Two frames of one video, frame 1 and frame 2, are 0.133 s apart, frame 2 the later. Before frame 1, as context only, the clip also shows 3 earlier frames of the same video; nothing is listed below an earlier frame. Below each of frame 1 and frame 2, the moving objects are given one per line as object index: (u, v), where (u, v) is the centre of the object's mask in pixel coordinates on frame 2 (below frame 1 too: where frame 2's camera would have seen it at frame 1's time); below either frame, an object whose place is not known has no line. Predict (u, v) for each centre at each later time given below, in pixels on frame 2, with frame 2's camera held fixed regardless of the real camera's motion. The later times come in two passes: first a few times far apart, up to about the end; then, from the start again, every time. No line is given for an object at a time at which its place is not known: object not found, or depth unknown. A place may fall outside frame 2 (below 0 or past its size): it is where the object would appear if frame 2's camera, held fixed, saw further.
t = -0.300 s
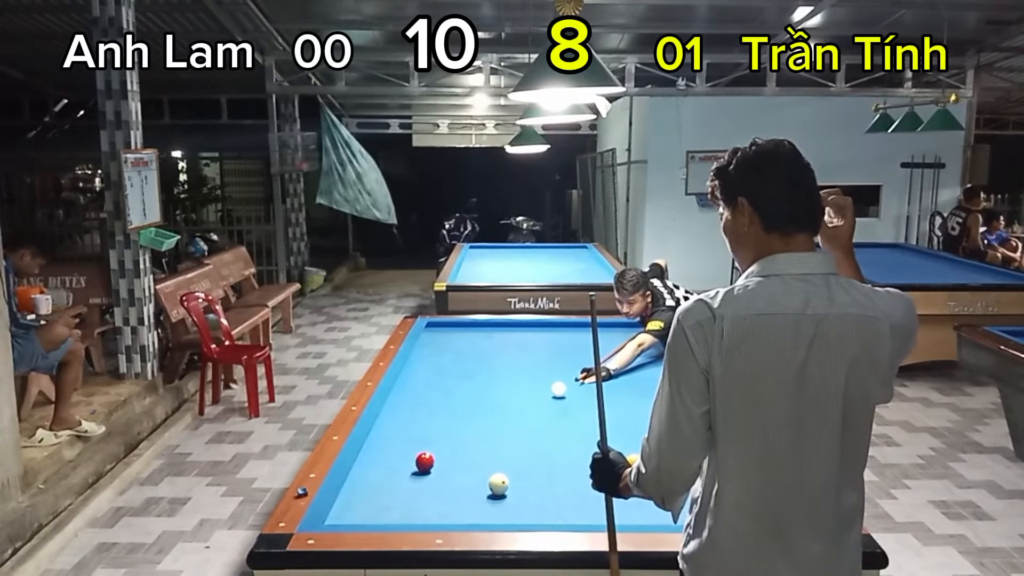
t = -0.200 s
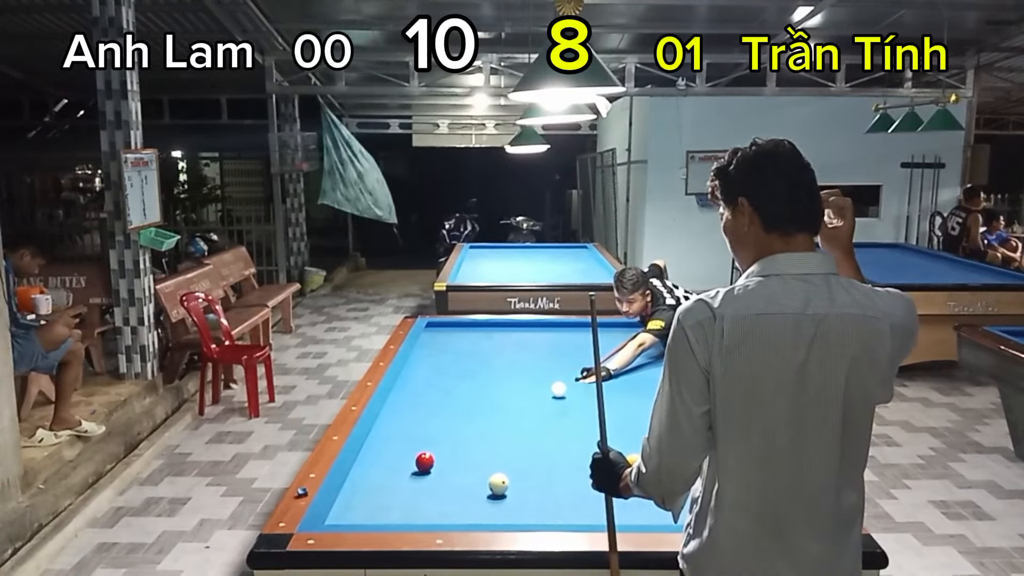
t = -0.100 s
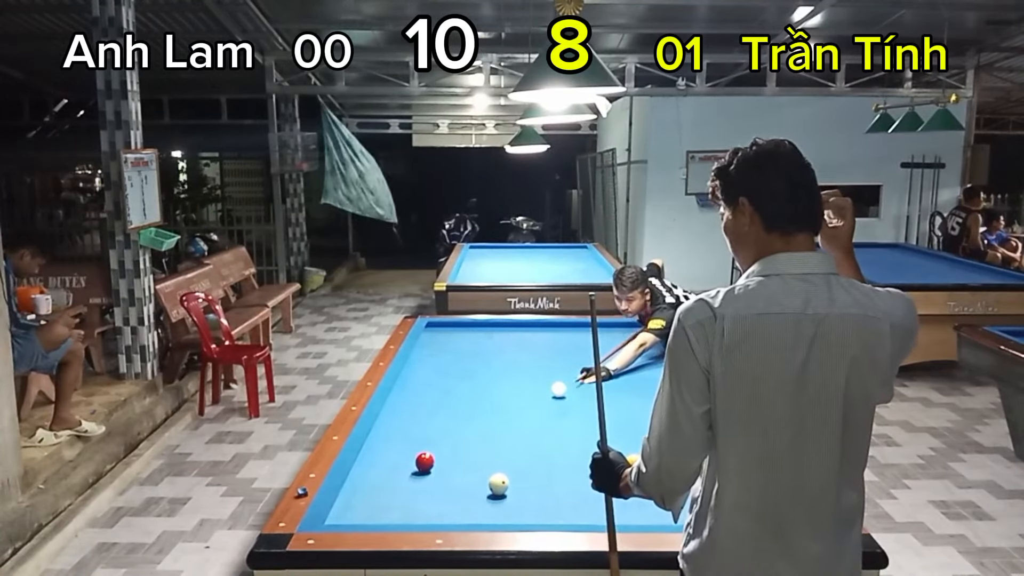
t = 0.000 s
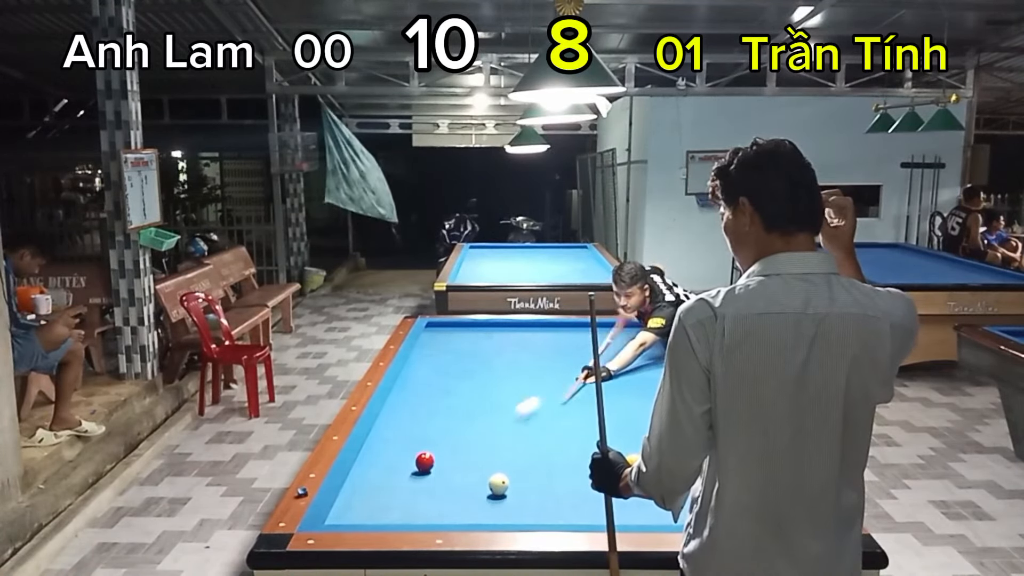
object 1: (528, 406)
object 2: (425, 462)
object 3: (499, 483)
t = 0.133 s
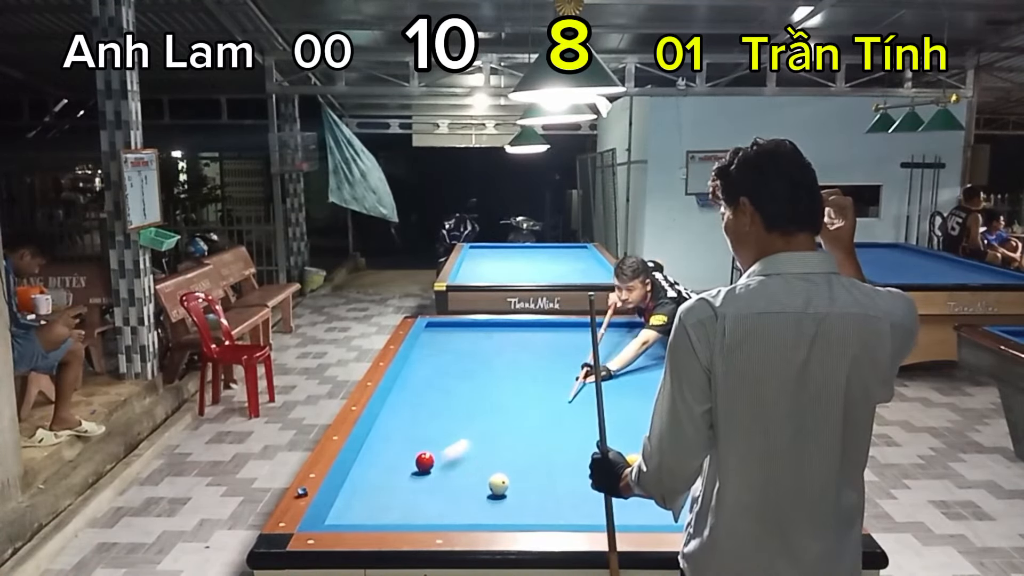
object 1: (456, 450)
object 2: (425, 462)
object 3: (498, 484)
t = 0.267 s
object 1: (459, 496)
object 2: (372, 468)
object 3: (499, 484)
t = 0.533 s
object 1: (537, 480)
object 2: (479, 478)
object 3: (499, 483)
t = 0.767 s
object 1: (593, 446)
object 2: (512, 472)
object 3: (555, 498)
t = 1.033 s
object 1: (648, 417)
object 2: (550, 466)
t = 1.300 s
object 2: (584, 460)
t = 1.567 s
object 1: (645, 376)
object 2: (621, 448)
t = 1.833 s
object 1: (610, 361)
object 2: (643, 448)
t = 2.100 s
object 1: (576, 348)
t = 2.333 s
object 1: (552, 338)
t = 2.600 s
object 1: (528, 328)
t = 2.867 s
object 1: (504, 327)
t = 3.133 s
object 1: (477, 332)
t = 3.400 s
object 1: (448, 337)
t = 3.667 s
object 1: (423, 343)
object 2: (649, 417)
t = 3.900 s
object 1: (435, 349)
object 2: (641, 416)
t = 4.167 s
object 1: (448, 355)
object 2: (628, 412)
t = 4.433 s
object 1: (461, 361)
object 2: (616, 409)
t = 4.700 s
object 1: (475, 367)
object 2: (601, 406)
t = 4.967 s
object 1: (490, 374)
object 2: (594, 404)
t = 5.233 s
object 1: (505, 381)
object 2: (584, 402)
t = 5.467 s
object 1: (519, 388)
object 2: (576, 400)
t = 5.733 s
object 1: (536, 395)
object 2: (568, 398)
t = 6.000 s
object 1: (552, 403)
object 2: (561, 395)
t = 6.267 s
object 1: (569, 412)
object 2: (554, 395)
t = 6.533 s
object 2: (547, 394)
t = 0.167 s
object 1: (446, 462)
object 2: (414, 459)
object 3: (499, 483)
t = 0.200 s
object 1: (450, 473)
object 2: (390, 462)
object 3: (499, 484)
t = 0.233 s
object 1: (454, 484)
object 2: (367, 467)
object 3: (499, 483)
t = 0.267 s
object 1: (459, 496)
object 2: (372, 468)
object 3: (499, 484)
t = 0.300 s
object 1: (464, 508)
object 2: (387, 470)
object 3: (498, 484)
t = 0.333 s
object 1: (470, 515)
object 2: (402, 471)
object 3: (498, 484)
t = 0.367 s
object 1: (482, 512)
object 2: (416, 472)
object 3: (498, 484)
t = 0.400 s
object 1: (494, 505)
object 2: (429, 473)
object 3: (499, 483)
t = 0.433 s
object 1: (505, 498)
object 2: (443, 474)
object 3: (498, 482)
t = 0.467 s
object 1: (516, 491)
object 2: (455, 475)
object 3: (498, 483)
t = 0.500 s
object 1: (527, 486)
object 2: (468, 477)
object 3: (499, 484)
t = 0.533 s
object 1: (537, 480)
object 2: (479, 478)
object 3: (499, 483)
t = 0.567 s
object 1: (546, 475)
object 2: (484, 478)
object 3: (507, 484)
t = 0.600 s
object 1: (556, 470)
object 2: (488, 477)
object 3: (517, 488)
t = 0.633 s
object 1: (565, 465)
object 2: (492, 475)
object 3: (525, 490)
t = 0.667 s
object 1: (574, 460)
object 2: (497, 475)
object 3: (533, 492)
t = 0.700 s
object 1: (581, 456)
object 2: (502, 474)
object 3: (540, 494)
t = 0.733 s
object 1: (587, 451)
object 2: (507, 473)
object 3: (548, 496)
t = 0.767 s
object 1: (593, 446)
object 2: (512, 472)
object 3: (555, 498)
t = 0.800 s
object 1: (611, 439)
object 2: (517, 471)
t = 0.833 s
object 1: (615, 438)
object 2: (522, 470)
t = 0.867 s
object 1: (621, 435)
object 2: (526, 470)
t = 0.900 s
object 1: (628, 431)
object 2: (531, 469)
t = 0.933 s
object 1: (634, 428)
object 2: (536, 468)
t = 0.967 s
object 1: (640, 424)
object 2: (541, 467)
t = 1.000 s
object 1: (645, 421)
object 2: (545, 466)
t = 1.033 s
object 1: (648, 417)
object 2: (550, 466)
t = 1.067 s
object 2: (555, 465)
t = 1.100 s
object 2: (559, 464)
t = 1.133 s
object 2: (564, 463)
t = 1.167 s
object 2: (568, 463)
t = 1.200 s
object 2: (572, 462)
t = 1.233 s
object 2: (577, 461)
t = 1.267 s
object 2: (581, 460)
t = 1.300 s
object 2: (584, 460)
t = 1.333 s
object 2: (587, 458)
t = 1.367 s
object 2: (591, 456)
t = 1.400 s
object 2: (594, 453)
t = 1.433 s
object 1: (660, 383)
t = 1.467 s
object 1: (658, 382)
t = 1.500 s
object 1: (654, 381)
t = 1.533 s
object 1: (650, 378)
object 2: (617, 448)
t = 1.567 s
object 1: (645, 376)
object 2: (621, 448)
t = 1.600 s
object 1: (640, 374)
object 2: (624, 448)
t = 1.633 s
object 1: (635, 372)
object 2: (627, 448)
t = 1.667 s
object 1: (630, 370)
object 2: (631, 449)
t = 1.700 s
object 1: (625, 368)
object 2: (634, 449)
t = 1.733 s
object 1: (621, 366)
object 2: (637, 448)
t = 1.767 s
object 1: (617, 364)
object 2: (639, 448)
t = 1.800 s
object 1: (613, 363)
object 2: (641, 448)
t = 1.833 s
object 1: (610, 361)
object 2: (643, 448)
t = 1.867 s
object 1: (606, 359)
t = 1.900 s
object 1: (598, 357)
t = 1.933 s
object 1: (594, 356)
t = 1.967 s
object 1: (592, 354)
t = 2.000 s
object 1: (588, 353)
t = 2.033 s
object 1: (584, 351)
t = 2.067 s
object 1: (580, 349)
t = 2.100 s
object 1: (576, 348)
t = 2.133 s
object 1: (573, 346)
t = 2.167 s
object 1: (569, 345)
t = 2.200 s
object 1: (566, 343)
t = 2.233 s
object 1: (562, 342)
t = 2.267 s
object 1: (559, 341)
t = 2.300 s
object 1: (556, 339)
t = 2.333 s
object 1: (552, 338)
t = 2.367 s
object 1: (549, 336)
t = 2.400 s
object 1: (546, 335)
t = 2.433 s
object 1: (543, 334)
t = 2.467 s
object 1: (540, 333)
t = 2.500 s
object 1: (537, 331)
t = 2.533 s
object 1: (534, 330)
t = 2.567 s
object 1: (531, 329)
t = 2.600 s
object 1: (528, 328)
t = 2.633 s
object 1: (525, 327)
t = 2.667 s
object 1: (523, 326)
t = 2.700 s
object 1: (520, 325)
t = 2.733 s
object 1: (517, 324)
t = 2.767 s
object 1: (514, 324)
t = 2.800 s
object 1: (510, 325)
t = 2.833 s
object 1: (507, 326)
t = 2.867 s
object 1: (504, 327)
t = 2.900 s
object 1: (500, 327)
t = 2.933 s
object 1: (497, 328)
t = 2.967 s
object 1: (494, 328)
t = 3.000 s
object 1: (490, 329)
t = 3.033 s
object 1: (487, 330)
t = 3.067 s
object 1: (484, 330)
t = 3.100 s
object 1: (480, 331)
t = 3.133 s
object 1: (477, 332)
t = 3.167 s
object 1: (473, 332)
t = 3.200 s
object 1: (470, 333)
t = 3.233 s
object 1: (466, 334)
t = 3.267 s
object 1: (462, 335)
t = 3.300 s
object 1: (459, 335)
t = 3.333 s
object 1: (455, 336)
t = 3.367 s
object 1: (452, 336)
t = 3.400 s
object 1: (448, 337)
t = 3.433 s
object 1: (445, 338)
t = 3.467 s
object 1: (441, 339)
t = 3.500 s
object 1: (438, 339)
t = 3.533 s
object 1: (434, 340)
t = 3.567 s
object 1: (430, 341)
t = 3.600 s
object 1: (427, 342)
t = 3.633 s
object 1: (423, 342)
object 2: (649, 417)
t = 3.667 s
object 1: (423, 343)
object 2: (649, 417)
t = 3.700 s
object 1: (425, 344)
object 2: (647, 418)
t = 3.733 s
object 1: (427, 345)
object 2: (647, 417)
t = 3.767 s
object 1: (428, 346)
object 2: (646, 417)
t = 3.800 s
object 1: (430, 346)
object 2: (645, 417)
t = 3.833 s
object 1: (431, 347)
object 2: (644, 416)
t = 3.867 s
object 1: (433, 348)
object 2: (643, 416)
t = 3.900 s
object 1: (435, 349)
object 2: (641, 416)
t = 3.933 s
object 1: (436, 349)
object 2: (640, 415)
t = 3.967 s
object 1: (438, 350)
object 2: (638, 414)
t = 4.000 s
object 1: (439, 351)
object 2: (636, 414)
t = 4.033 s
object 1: (441, 351)
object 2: (635, 414)
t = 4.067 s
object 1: (443, 352)
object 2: (633, 413)
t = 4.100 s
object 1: (444, 353)
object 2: (631, 413)
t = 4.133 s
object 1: (446, 354)
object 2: (630, 412)
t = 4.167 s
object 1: (448, 355)
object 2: (628, 412)
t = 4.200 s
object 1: (449, 355)
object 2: (627, 412)
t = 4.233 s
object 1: (451, 356)
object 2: (625, 411)
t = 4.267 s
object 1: (453, 357)
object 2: (623, 411)
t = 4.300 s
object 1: (454, 358)
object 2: (622, 411)
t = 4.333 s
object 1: (456, 358)
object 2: (620, 410)
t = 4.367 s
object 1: (458, 359)
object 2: (619, 410)
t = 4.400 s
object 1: (459, 360)
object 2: (618, 409)
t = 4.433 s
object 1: (461, 361)
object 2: (616, 409)
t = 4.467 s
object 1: (463, 362)
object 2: (615, 409)
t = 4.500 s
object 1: (465, 363)
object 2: (615, 408)
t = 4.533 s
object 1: (466, 363)
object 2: (614, 408)
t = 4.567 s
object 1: (468, 364)
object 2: (613, 408)
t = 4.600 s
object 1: (470, 365)
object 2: (610, 407)
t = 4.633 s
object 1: (471, 366)
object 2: (608, 407)
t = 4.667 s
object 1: (474, 367)
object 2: (604, 407)
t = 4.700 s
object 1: (475, 367)
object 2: (601, 406)
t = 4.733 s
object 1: (477, 368)
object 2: (600, 406)
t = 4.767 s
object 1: (479, 369)
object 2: (599, 406)
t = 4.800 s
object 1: (481, 370)
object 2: (599, 405)
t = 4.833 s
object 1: (483, 371)
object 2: (598, 405)
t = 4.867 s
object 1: (484, 372)
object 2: (597, 405)
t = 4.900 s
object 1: (486, 372)
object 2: (597, 405)
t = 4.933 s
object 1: (488, 373)
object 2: (595, 405)
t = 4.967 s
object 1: (490, 374)
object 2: (594, 404)
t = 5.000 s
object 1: (492, 375)
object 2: (593, 404)
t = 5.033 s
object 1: (494, 376)
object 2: (591, 404)
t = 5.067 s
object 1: (496, 377)
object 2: (590, 403)
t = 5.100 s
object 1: (498, 378)
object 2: (589, 403)
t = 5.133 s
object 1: (499, 378)
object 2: (588, 403)
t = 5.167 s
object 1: (501, 379)
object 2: (586, 402)
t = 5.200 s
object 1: (503, 380)
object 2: (585, 402)
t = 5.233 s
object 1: (505, 381)
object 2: (584, 402)
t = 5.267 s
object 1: (507, 382)
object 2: (583, 402)
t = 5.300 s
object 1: (509, 383)
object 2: (582, 401)
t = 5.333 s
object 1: (511, 384)
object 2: (581, 401)
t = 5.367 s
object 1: (513, 385)
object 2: (579, 401)
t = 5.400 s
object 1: (515, 386)
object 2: (578, 401)
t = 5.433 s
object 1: (517, 387)
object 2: (577, 400)
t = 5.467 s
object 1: (519, 388)
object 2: (576, 400)
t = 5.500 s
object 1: (521, 389)
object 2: (575, 400)
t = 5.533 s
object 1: (523, 390)
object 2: (574, 400)
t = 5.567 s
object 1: (525, 390)
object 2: (573, 399)
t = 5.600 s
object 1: (528, 392)
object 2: (572, 399)
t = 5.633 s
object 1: (530, 393)
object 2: (571, 399)
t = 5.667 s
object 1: (531, 394)
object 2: (570, 399)
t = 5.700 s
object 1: (533, 395)
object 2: (569, 398)
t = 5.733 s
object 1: (536, 395)
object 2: (568, 398)
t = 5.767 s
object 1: (537, 396)
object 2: (567, 398)
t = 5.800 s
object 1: (540, 397)
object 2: (566, 398)
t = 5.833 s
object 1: (541, 398)
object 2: (565, 397)
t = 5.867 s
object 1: (543, 400)
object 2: (564, 397)
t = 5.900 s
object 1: (546, 401)
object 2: (563, 397)
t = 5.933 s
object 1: (548, 401)
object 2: (562, 397)
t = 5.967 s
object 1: (550, 402)
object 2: (562, 396)
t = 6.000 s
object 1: (552, 403)
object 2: (561, 395)
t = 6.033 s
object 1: (554, 405)
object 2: (560, 394)
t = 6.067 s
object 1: (557, 406)
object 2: (559, 394)
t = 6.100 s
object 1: (559, 407)
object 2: (558, 394)
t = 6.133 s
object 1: (561, 408)
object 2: (556, 395)
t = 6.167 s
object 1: (563, 409)
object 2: (556, 395)
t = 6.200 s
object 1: (565, 410)
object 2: (555, 395)
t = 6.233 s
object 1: (567, 411)
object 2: (554, 395)
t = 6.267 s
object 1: (569, 412)
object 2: (554, 395)
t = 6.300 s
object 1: (572, 413)
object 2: (553, 395)
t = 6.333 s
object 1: (574, 414)
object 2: (552, 395)
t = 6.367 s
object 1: (576, 415)
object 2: (551, 394)
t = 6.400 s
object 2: (550, 394)
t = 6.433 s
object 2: (549, 394)
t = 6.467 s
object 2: (549, 394)
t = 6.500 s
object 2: (548, 394)
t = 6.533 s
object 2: (547, 394)
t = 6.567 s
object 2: (546, 394)
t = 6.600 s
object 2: (546, 393)
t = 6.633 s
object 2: (545, 393)
